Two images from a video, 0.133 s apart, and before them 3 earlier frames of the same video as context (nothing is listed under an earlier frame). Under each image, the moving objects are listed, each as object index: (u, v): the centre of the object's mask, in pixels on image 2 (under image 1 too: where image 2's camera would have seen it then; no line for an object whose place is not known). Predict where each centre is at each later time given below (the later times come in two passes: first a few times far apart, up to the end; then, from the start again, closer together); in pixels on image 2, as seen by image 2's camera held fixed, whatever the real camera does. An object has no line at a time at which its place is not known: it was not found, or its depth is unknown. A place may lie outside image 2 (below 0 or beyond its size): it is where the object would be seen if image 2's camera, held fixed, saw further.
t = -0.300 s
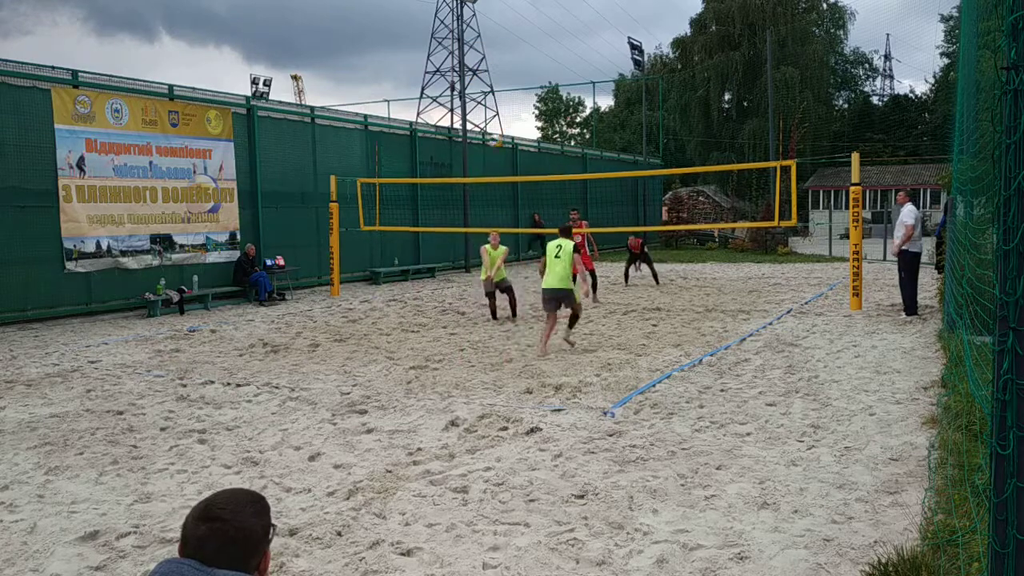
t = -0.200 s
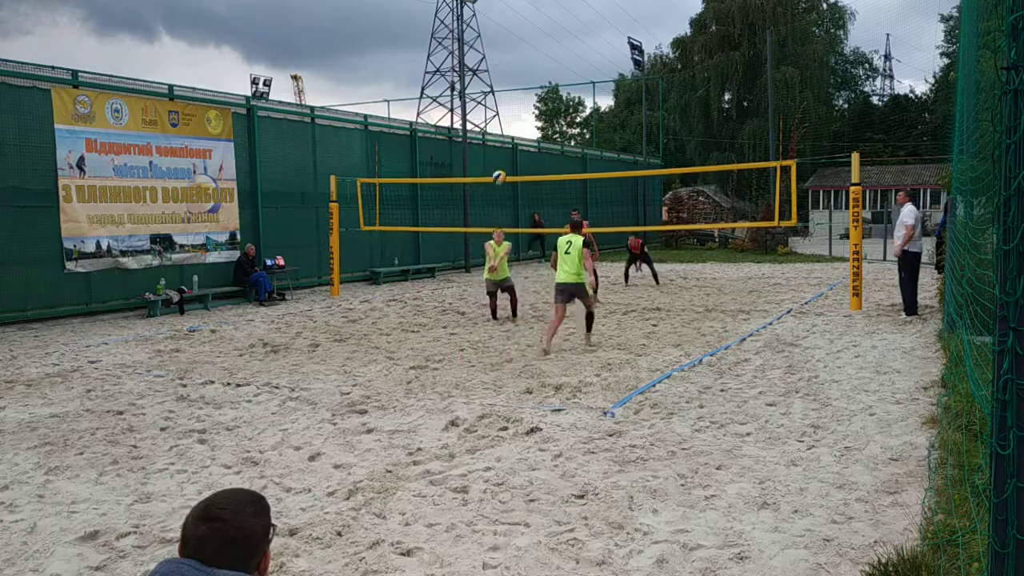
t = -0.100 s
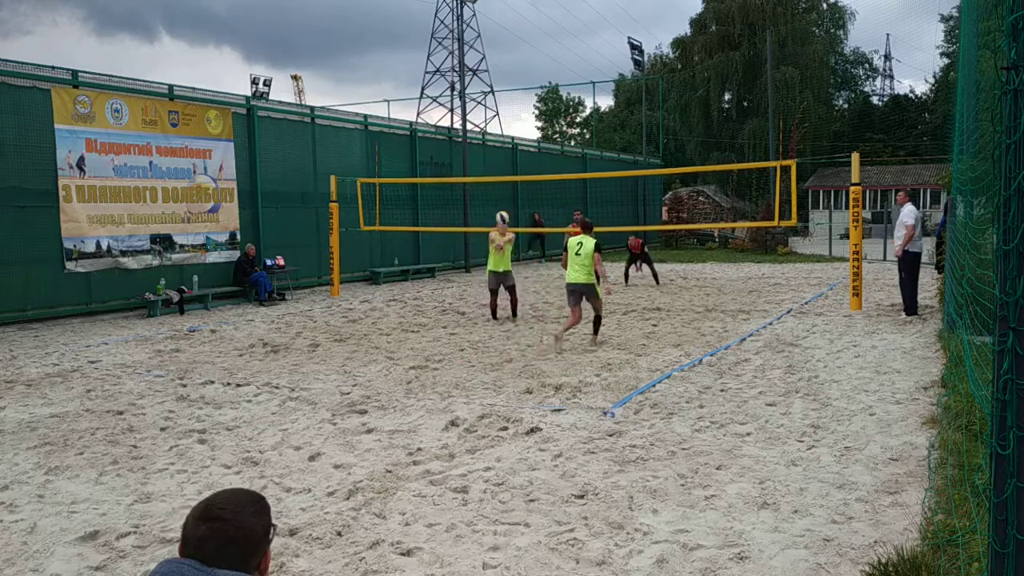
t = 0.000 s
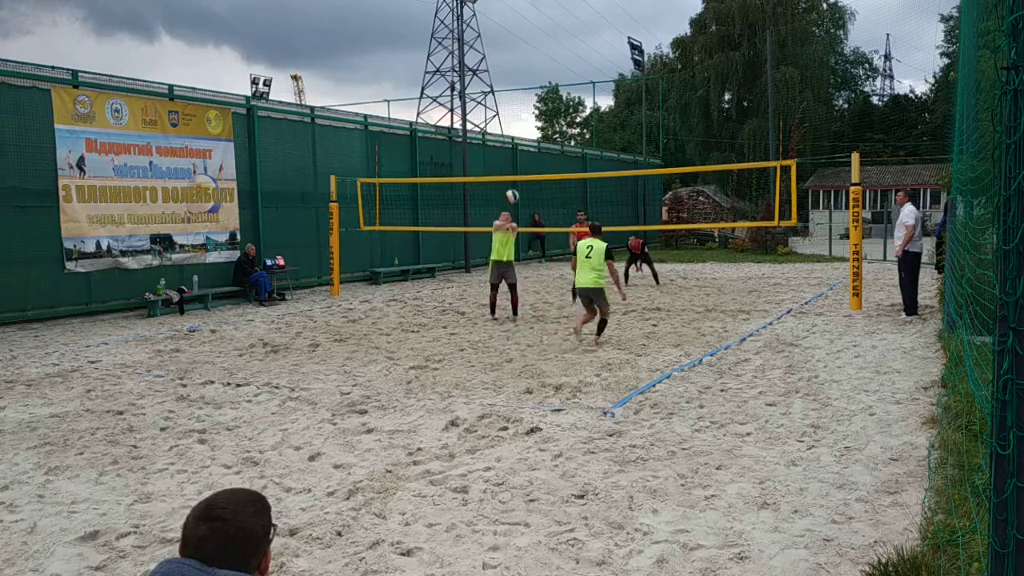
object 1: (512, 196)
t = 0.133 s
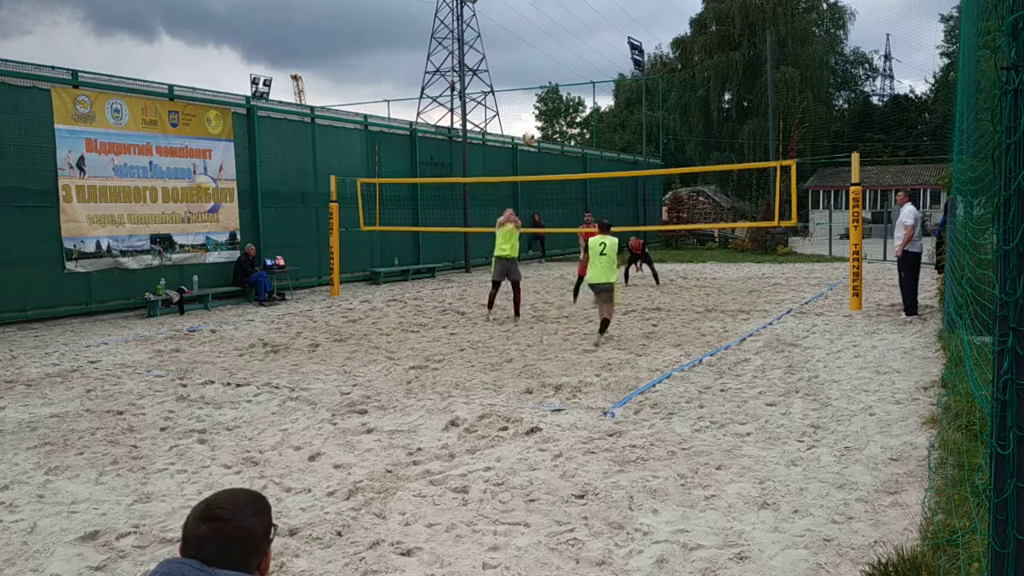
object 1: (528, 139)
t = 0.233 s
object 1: (542, 102)
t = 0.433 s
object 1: (563, 51)
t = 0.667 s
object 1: (590, 24)
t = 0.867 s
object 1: (614, 27)
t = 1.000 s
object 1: (628, 43)
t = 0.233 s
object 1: (542, 102)
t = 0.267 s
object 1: (545, 91)
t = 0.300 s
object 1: (547, 83)
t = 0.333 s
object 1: (552, 75)
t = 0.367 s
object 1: (556, 65)
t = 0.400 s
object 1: (560, 58)
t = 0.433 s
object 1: (563, 51)
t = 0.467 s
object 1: (567, 45)
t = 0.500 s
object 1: (571, 39)
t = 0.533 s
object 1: (575, 35)
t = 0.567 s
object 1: (579, 32)
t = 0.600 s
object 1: (583, 29)
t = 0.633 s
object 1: (586, 27)
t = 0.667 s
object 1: (590, 24)
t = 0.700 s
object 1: (594, 23)
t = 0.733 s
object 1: (598, 22)
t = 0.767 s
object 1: (602, 22)
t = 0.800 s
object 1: (606, 24)
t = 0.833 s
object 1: (610, 25)
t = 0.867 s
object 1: (614, 27)
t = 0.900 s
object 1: (618, 31)
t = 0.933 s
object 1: (622, 34)
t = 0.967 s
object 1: (625, 39)
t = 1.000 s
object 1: (628, 43)
